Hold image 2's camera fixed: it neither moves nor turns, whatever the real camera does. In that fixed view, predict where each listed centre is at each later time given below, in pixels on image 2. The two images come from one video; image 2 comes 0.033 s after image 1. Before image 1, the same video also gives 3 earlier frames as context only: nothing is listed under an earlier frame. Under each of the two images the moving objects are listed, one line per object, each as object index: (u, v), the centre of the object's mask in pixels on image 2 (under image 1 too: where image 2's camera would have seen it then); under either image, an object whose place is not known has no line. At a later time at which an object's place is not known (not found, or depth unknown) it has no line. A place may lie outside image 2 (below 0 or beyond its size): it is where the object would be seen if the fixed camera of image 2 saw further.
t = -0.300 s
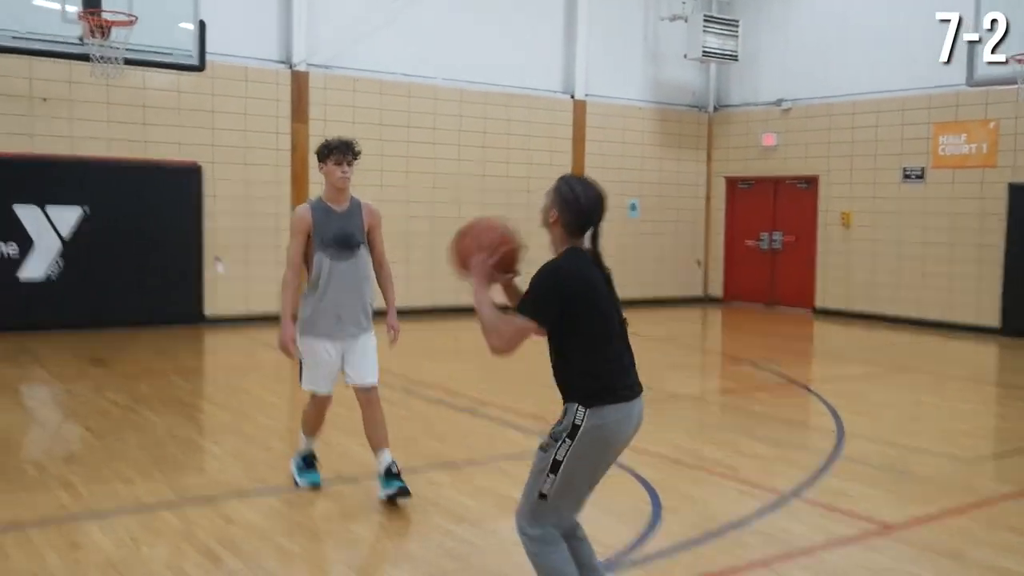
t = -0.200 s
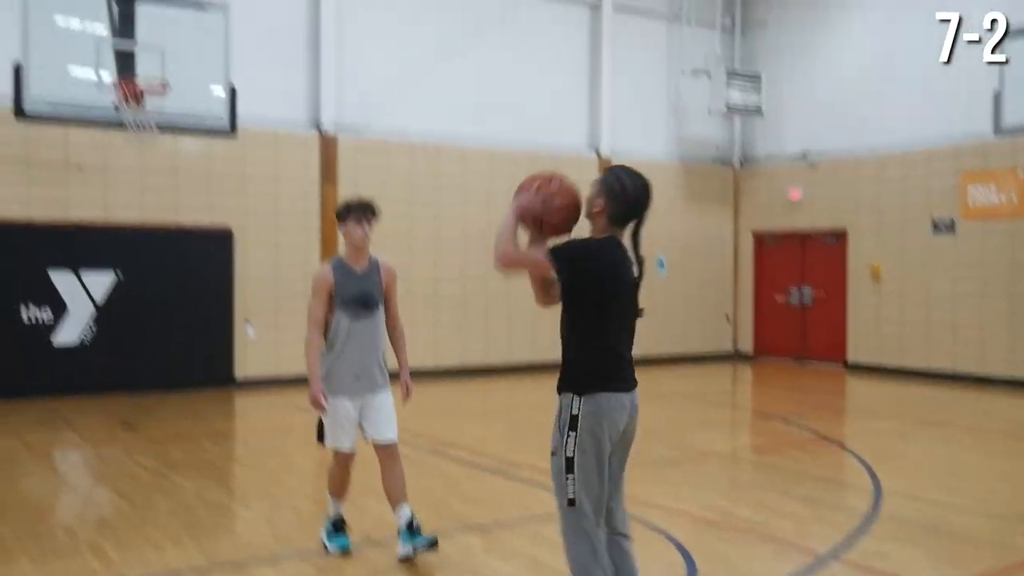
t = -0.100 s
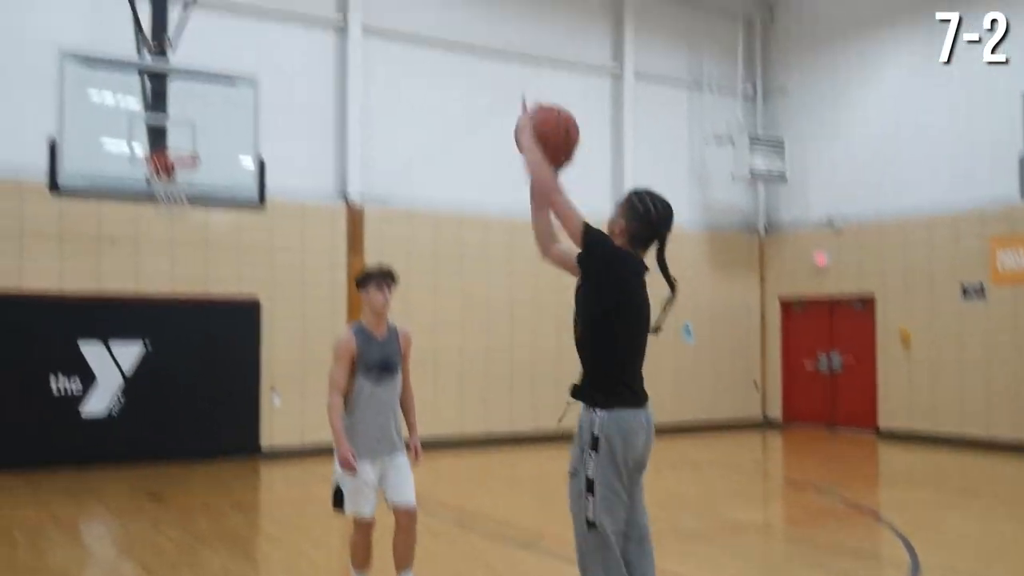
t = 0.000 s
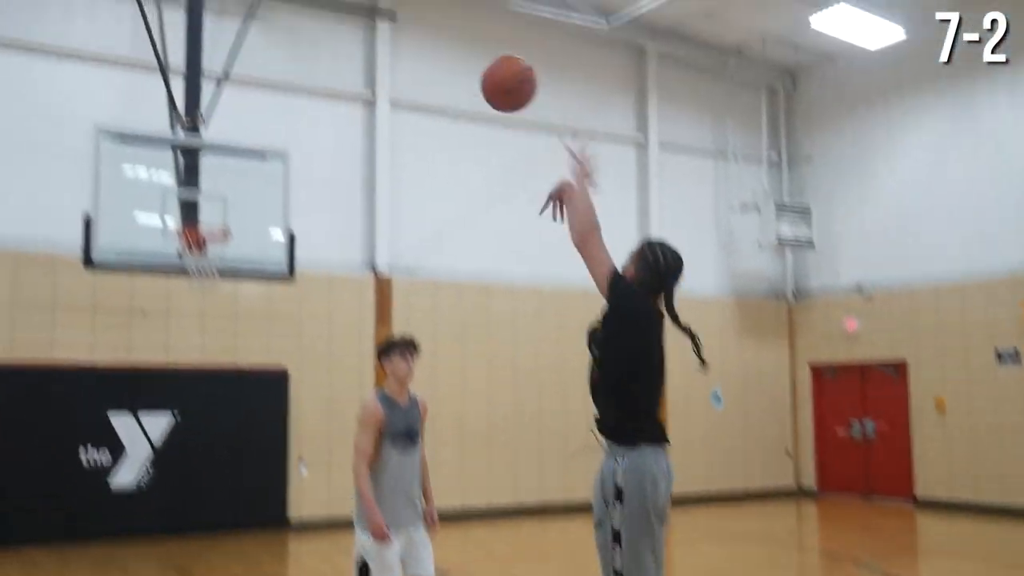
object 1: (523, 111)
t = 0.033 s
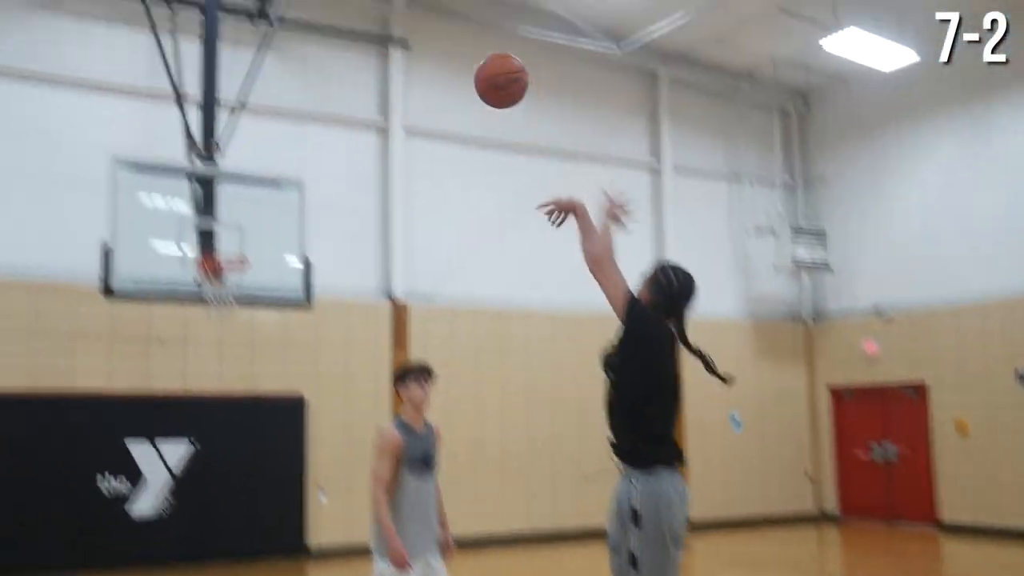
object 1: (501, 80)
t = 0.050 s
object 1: (491, 67)
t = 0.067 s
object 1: (482, 55)
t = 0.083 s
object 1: (472, 43)
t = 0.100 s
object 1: (464, 33)
